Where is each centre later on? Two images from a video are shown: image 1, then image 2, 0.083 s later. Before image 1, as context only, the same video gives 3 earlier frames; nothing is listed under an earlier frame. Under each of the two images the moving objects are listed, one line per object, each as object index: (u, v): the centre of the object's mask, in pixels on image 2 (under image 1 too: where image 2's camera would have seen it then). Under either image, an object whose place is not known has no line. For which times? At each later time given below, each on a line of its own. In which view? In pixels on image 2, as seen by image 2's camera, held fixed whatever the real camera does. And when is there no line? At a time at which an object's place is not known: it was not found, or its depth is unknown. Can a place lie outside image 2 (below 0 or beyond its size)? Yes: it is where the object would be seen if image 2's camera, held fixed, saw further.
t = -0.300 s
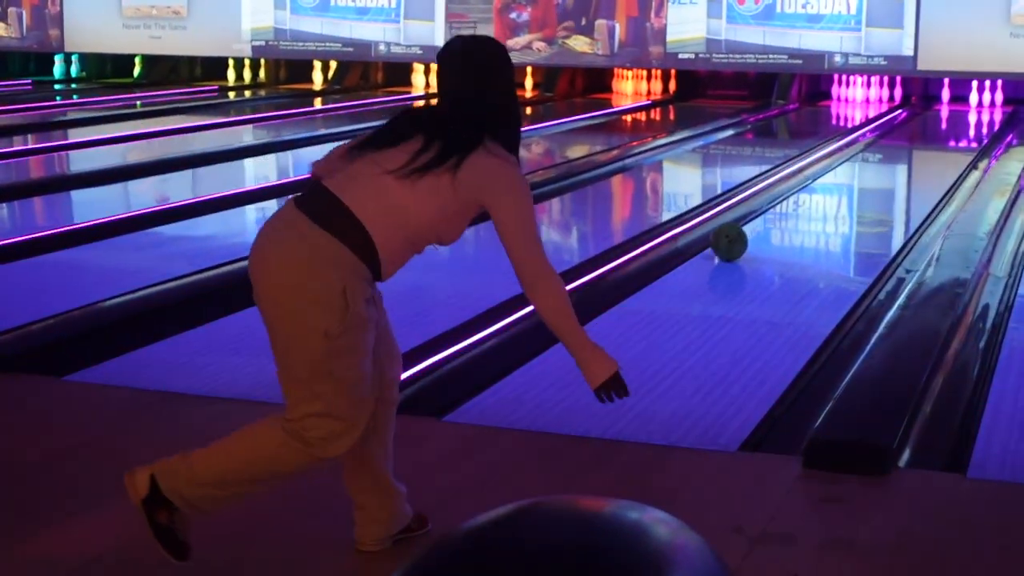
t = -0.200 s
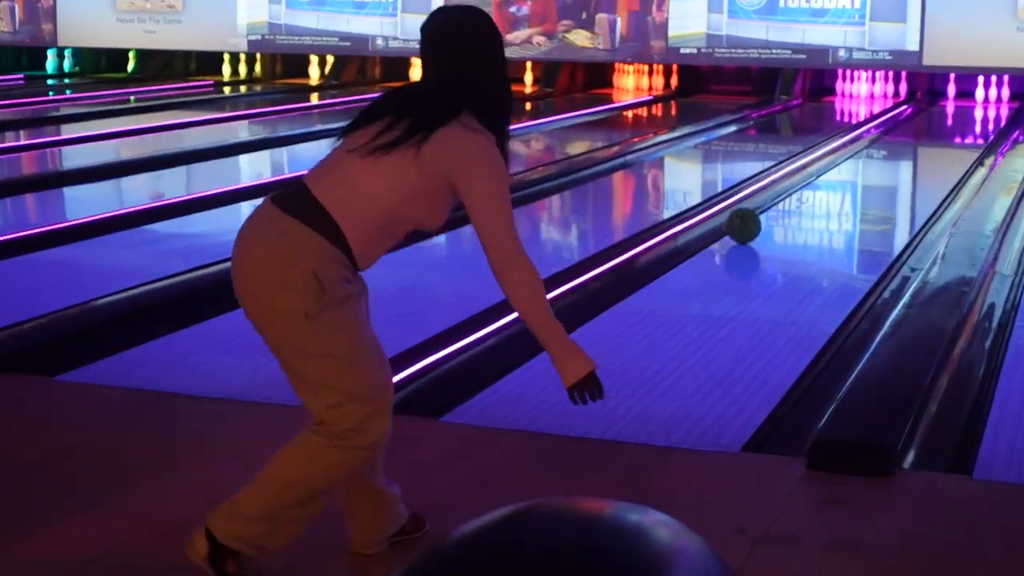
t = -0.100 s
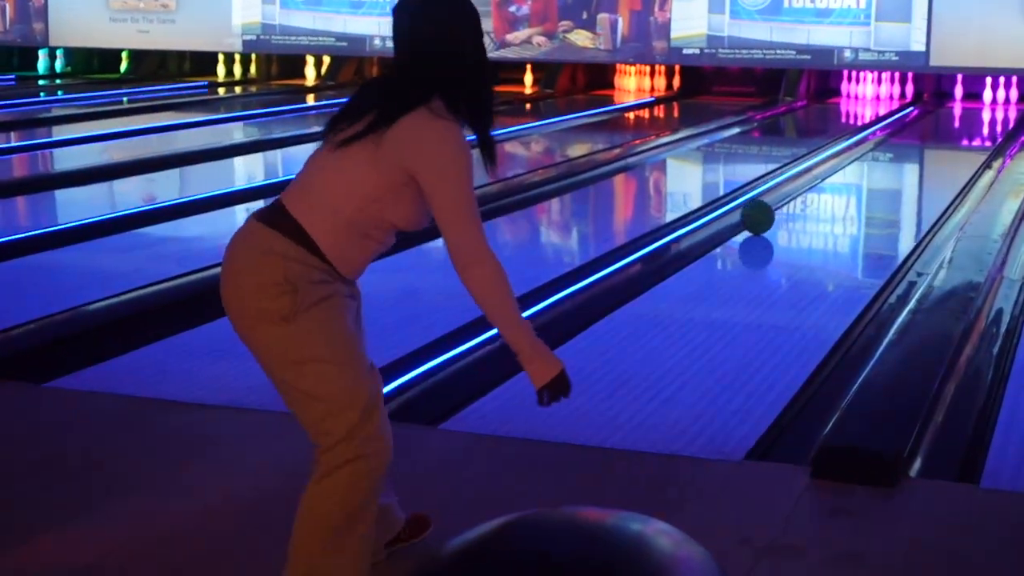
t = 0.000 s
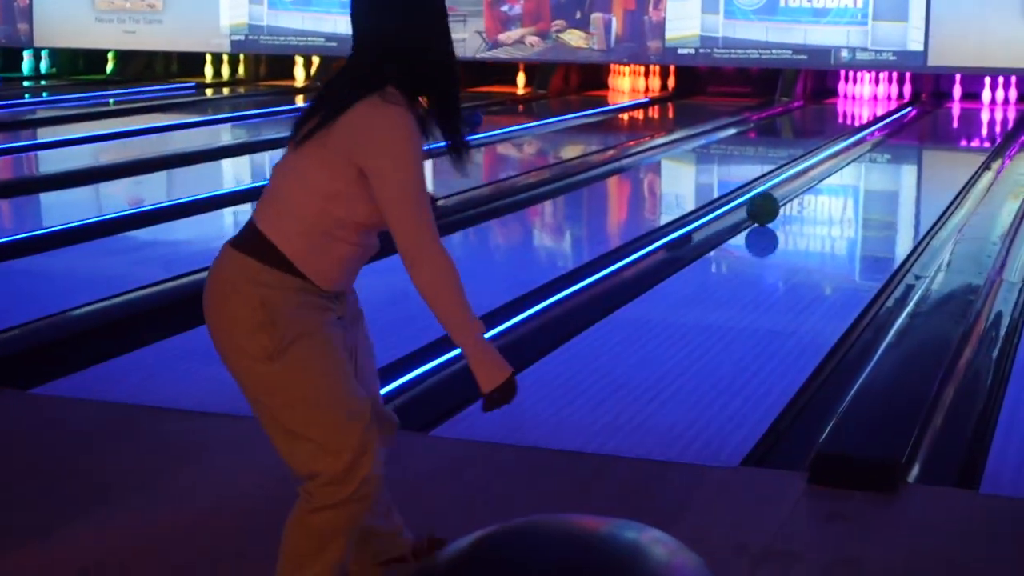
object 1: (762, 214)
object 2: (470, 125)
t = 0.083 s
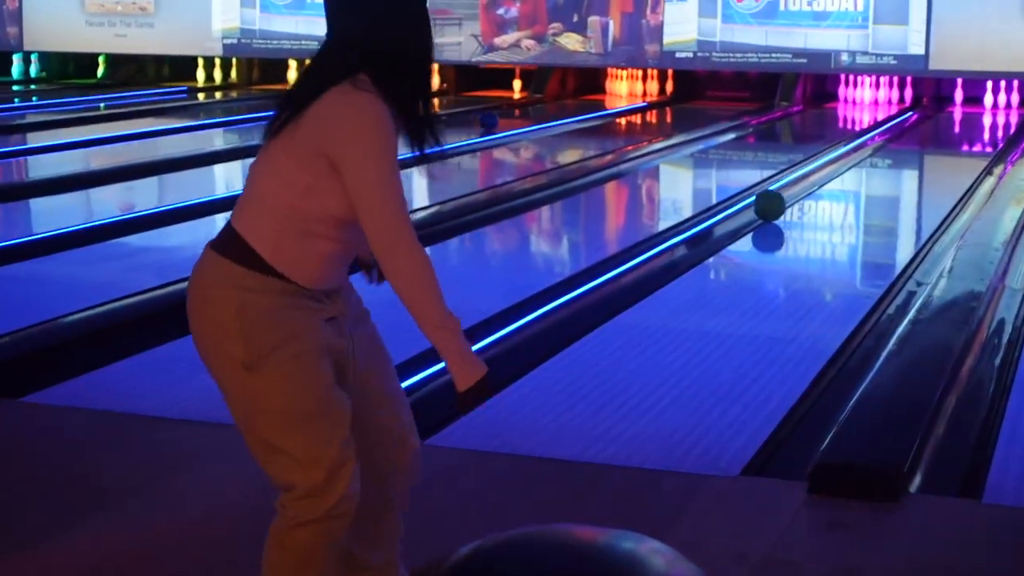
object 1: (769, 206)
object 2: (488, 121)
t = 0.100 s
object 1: (771, 204)
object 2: (491, 121)
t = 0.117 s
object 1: (772, 203)
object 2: (495, 121)
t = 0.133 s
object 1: (773, 202)
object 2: (499, 120)
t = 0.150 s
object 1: (775, 201)
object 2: (503, 119)
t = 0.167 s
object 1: (776, 201)
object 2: (506, 121)
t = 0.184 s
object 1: (777, 201)
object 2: (510, 121)
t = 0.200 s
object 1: (777, 202)
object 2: (513, 123)
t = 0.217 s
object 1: (778, 201)
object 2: (516, 121)
